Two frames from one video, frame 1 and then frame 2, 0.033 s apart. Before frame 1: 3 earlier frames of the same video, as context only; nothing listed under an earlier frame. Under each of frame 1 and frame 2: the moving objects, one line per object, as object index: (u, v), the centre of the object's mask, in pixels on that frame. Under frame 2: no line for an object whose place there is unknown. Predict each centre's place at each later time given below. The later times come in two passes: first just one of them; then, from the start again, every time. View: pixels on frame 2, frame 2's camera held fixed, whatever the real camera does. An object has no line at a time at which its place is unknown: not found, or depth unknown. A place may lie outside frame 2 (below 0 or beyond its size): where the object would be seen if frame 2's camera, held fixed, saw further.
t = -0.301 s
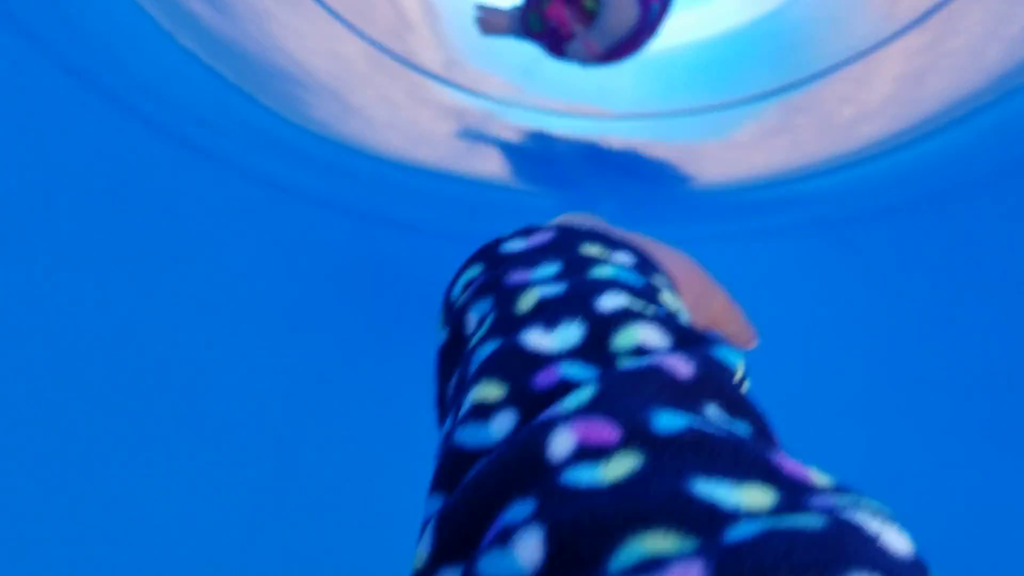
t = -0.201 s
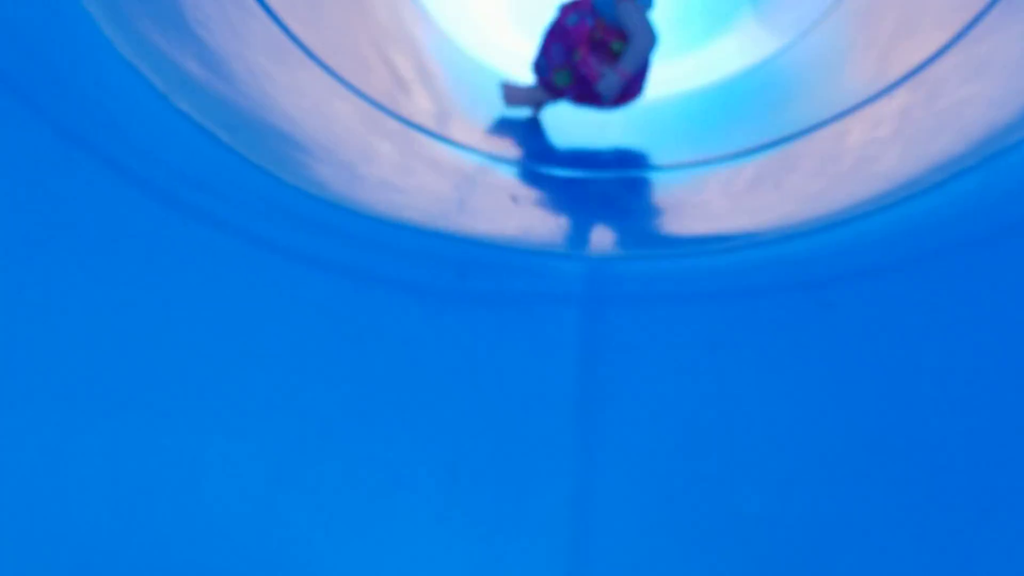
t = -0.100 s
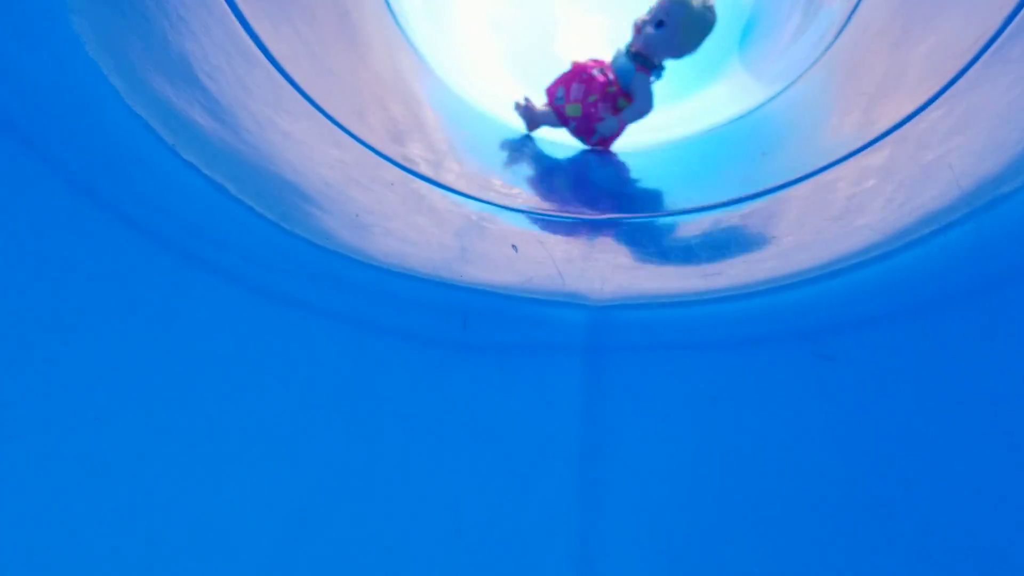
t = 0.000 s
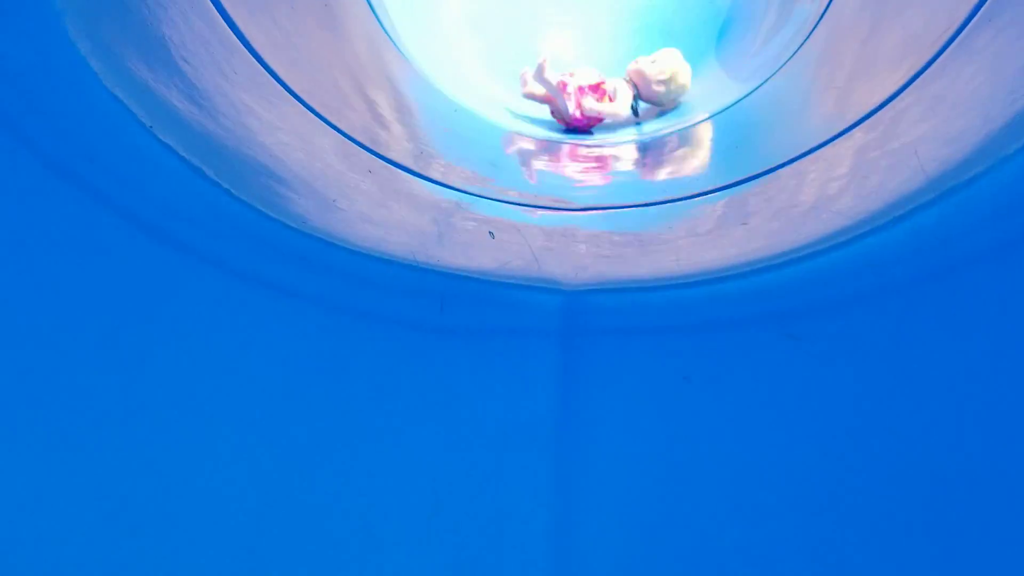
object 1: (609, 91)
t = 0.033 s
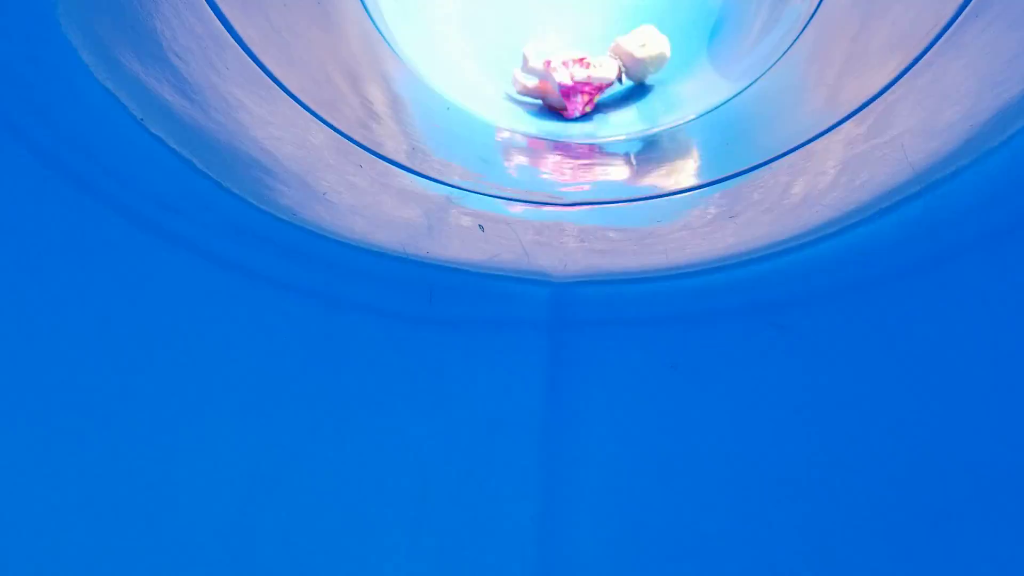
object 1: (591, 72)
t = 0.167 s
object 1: (569, 2)
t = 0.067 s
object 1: (588, 54)
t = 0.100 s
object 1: (578, 37)
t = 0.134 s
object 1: (572, 17)
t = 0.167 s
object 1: (569, 2)
